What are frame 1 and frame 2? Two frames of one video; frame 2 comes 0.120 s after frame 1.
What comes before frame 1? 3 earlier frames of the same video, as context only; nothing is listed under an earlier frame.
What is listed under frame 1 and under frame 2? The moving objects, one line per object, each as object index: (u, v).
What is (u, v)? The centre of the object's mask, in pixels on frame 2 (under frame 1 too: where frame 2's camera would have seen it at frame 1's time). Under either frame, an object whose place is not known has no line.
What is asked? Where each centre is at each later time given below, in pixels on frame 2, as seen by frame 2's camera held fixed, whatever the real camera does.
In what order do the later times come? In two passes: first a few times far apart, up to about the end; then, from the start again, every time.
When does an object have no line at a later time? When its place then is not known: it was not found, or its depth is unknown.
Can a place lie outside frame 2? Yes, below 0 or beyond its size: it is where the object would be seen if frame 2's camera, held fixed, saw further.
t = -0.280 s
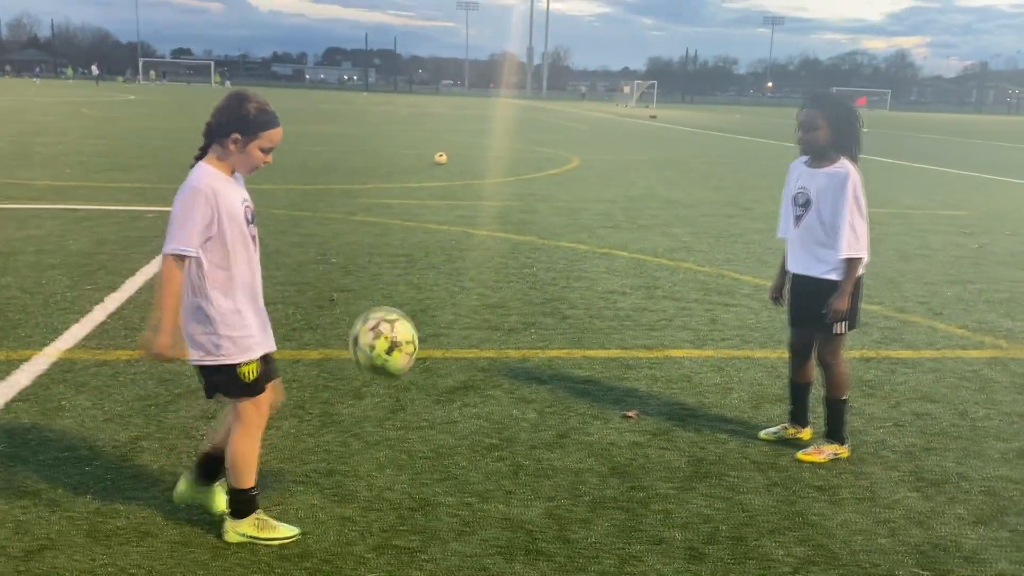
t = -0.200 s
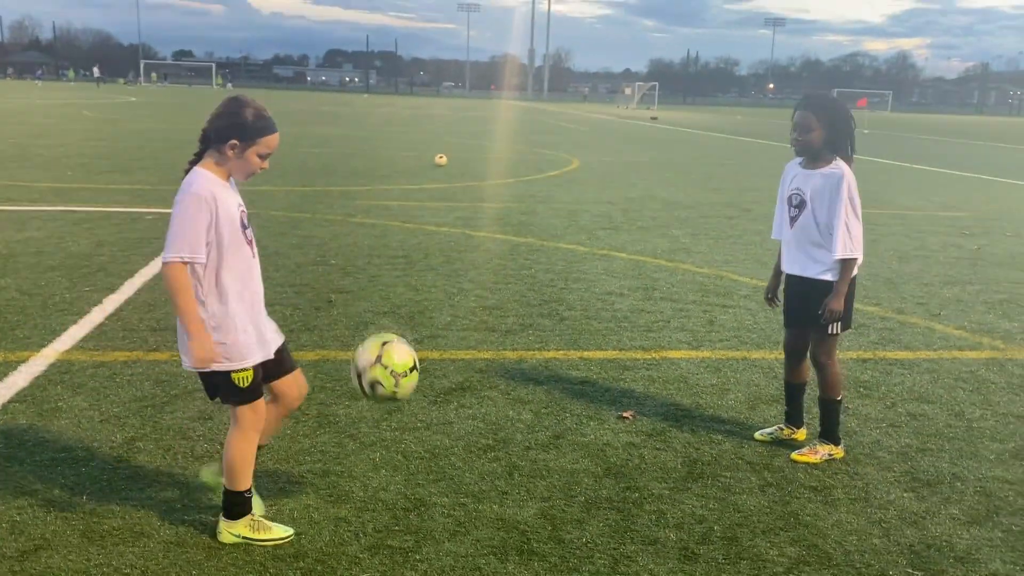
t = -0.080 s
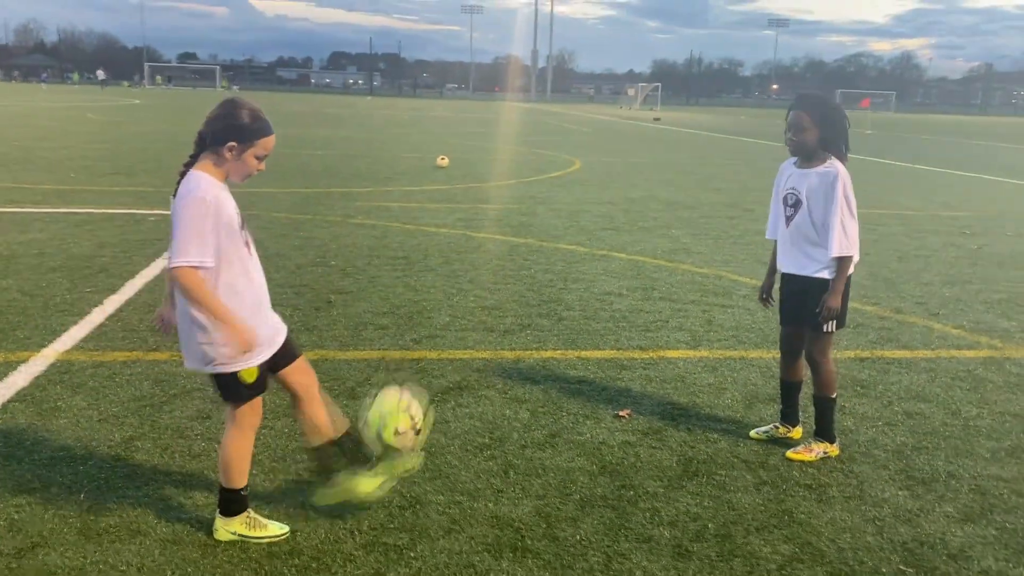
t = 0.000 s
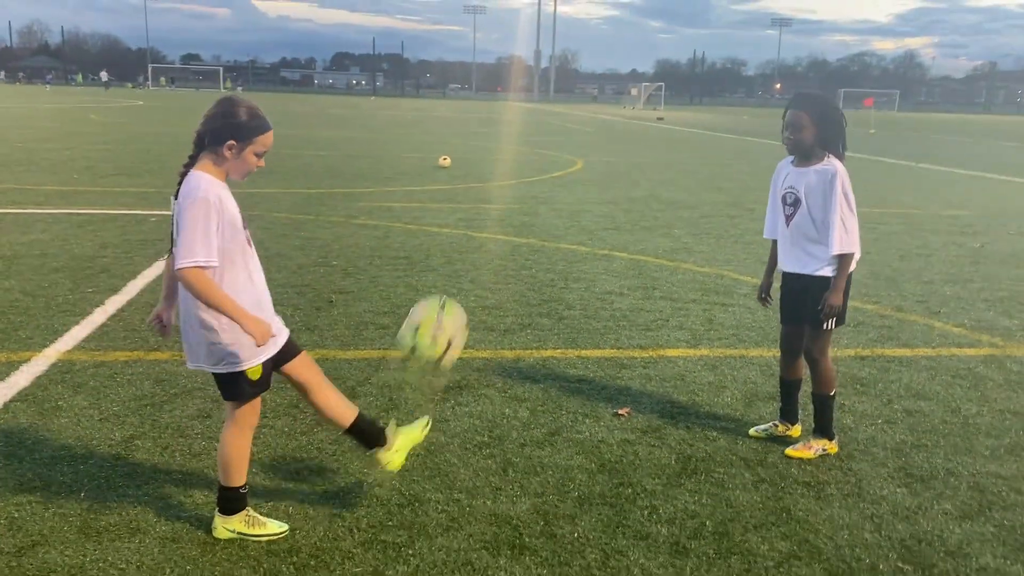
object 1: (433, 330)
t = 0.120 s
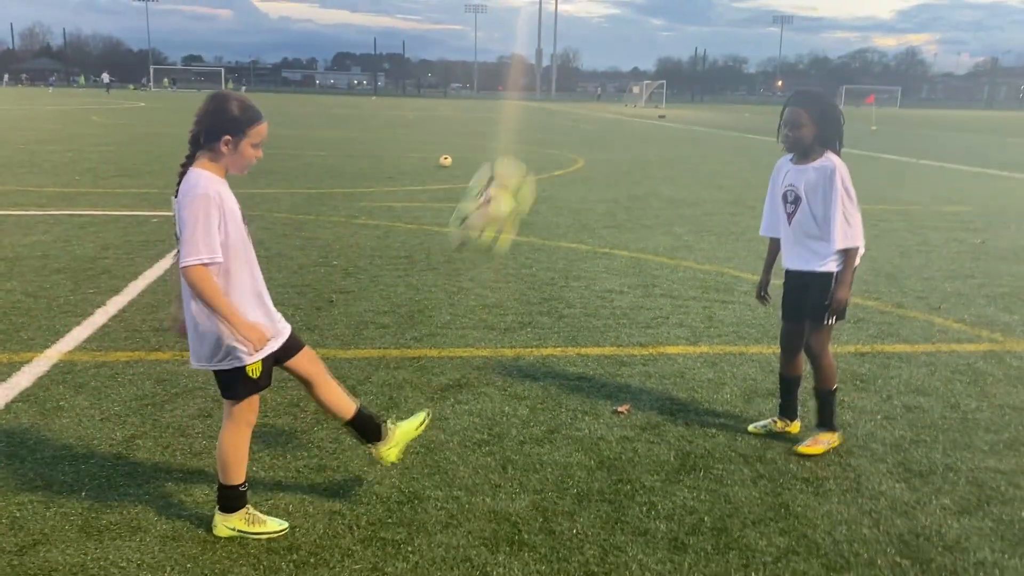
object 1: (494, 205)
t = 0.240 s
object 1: (554, 120)
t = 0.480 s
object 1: (674, 74)
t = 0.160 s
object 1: (514, 173)
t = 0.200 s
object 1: (536, 141)
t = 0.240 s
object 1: (554, 120)
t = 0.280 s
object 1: (573, 100)
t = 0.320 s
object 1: (599, 82)
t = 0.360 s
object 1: (621, 74)
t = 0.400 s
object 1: (636, 70)
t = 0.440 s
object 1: (655, 71)
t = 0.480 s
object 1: (674, 74)
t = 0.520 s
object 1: (695, 83)
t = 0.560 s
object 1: (713, 96)
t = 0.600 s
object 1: (728, 110)
